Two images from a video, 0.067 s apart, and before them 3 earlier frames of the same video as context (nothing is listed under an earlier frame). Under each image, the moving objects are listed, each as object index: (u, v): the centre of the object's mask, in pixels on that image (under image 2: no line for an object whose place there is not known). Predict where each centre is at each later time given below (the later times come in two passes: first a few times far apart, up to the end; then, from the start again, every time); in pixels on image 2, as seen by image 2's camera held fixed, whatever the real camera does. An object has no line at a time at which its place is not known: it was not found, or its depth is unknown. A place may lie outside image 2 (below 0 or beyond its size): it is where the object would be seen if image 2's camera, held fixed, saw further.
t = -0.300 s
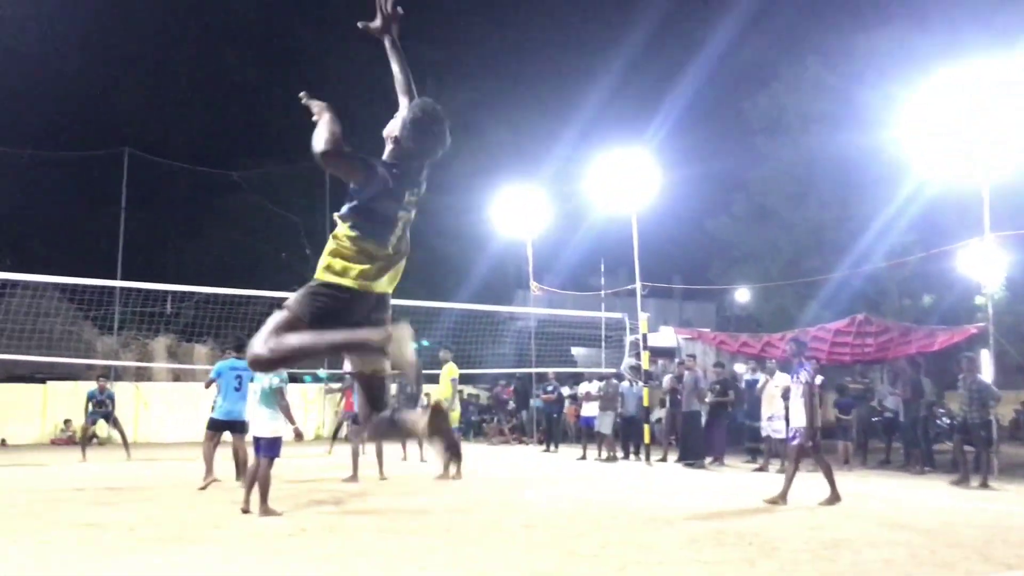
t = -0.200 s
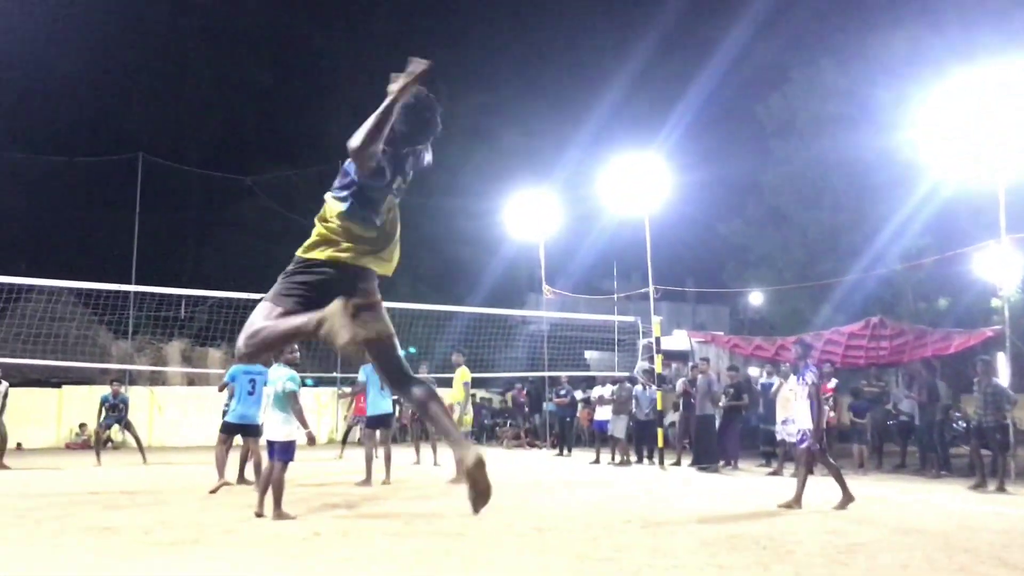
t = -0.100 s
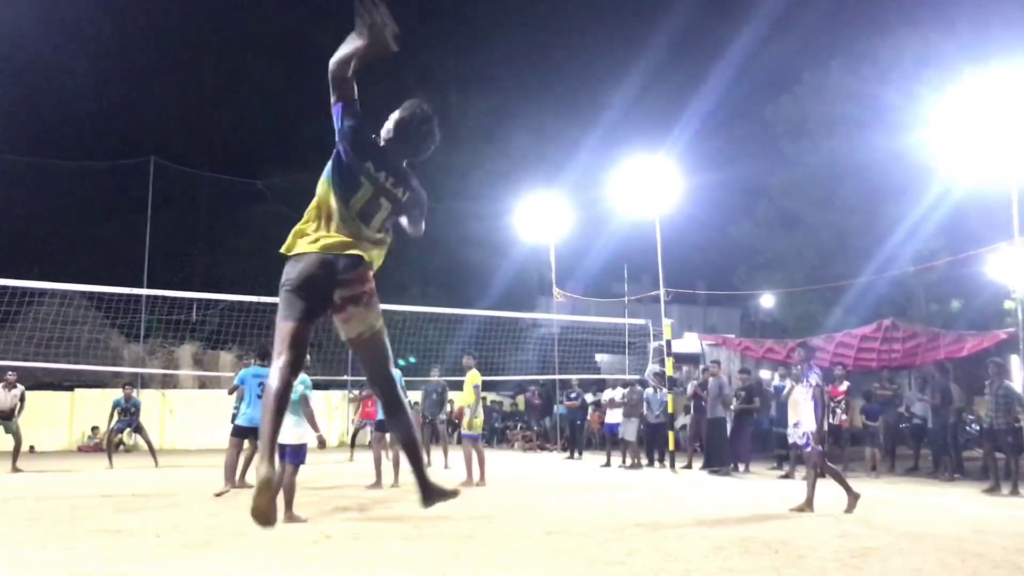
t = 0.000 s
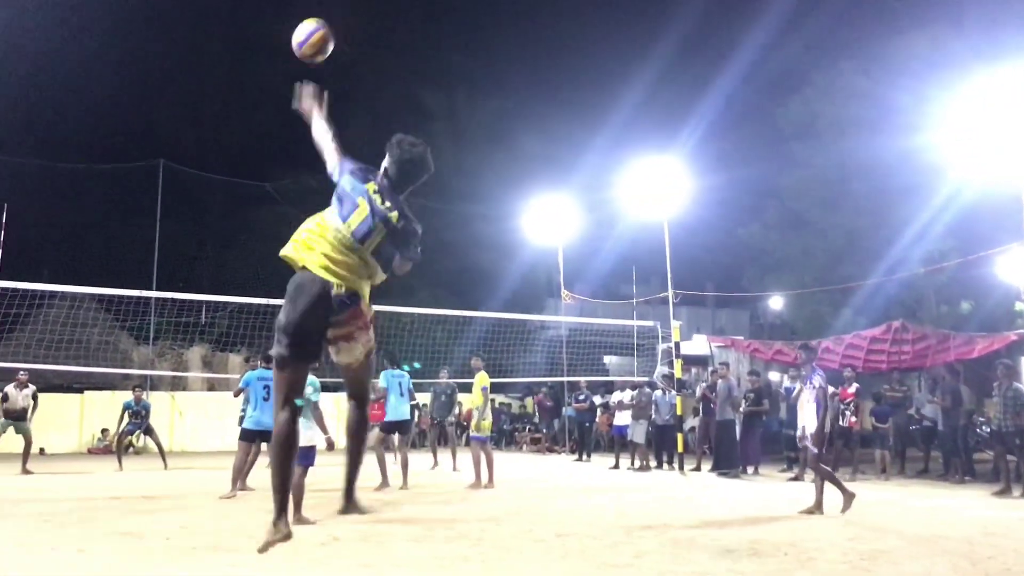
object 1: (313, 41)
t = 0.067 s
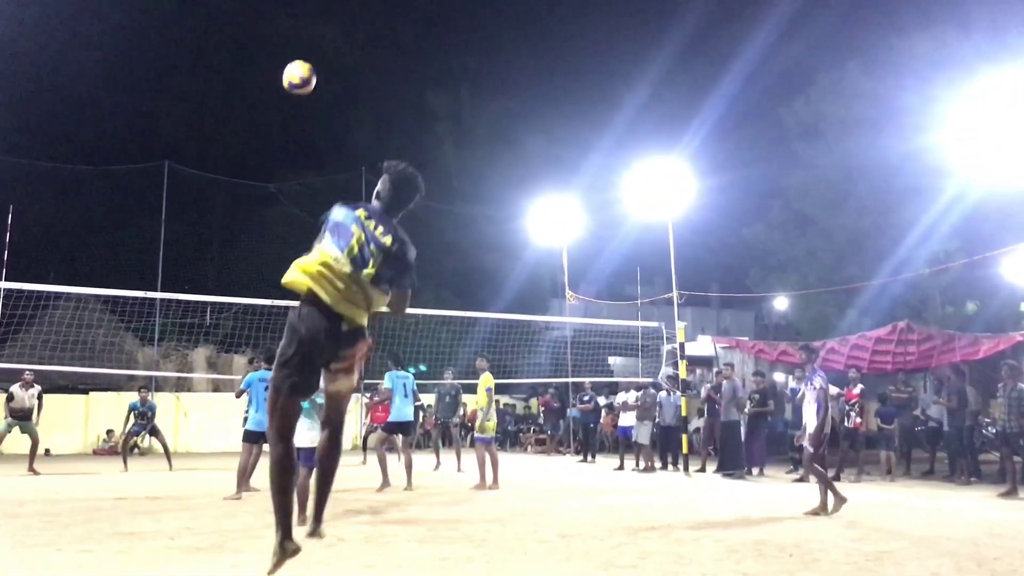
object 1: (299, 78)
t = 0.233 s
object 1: (282, 155)
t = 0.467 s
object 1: (278, 253)
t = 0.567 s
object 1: (278, 293)
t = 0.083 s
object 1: (296, 86)
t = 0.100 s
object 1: (293, 94)
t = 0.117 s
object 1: (291, 102)
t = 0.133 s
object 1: (289, 109)
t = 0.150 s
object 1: (287, 117)
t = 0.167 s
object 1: (286, 125)
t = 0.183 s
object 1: (284, 132)
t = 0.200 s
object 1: (283, 140)
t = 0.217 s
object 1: (283, 147)
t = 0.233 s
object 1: (282, 155)
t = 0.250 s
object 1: (281, 162)
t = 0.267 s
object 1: (281, 169)
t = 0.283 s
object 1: (280, 176)
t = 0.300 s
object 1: (280, 184)
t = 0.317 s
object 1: (279, 190)
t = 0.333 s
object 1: (279, 198)
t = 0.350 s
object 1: (279, 204)
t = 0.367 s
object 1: (278, 212)
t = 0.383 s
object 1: (278, 218)
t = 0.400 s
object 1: (278, 225)
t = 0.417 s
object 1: (278, 233)
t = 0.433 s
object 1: (278, 239)
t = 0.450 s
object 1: (278, 246)
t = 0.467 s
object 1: (278, 253)
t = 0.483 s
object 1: (278, 260)
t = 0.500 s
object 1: (278, 267)
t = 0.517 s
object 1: (278, 274)
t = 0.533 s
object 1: (278, 280)
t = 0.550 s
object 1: (278, 288)
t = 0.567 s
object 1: (278, 293)
